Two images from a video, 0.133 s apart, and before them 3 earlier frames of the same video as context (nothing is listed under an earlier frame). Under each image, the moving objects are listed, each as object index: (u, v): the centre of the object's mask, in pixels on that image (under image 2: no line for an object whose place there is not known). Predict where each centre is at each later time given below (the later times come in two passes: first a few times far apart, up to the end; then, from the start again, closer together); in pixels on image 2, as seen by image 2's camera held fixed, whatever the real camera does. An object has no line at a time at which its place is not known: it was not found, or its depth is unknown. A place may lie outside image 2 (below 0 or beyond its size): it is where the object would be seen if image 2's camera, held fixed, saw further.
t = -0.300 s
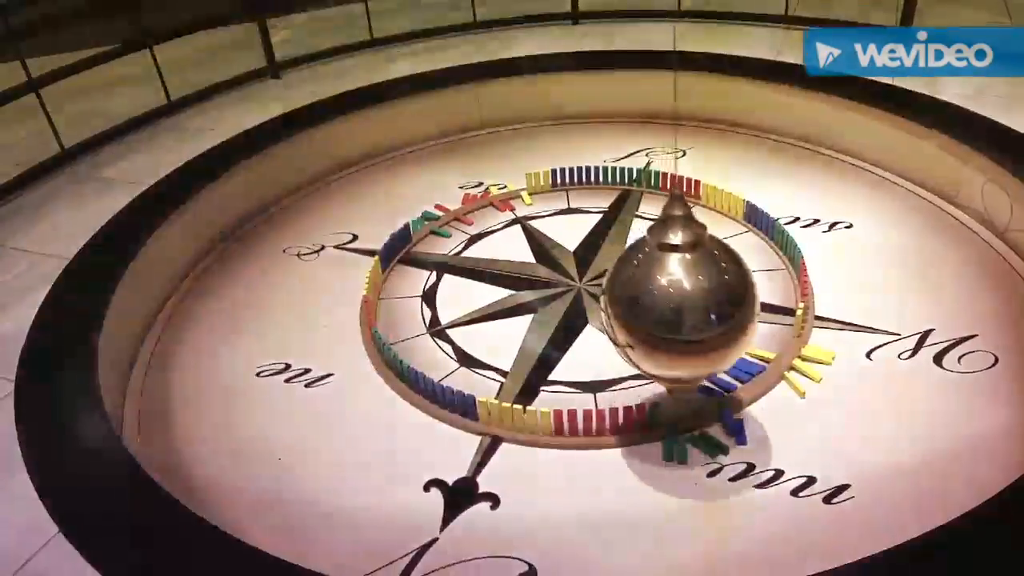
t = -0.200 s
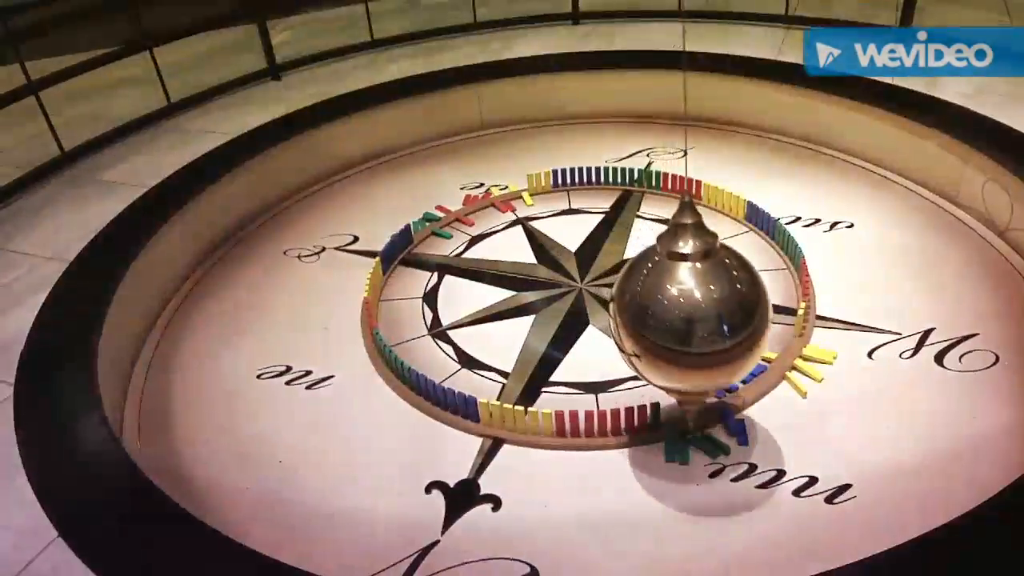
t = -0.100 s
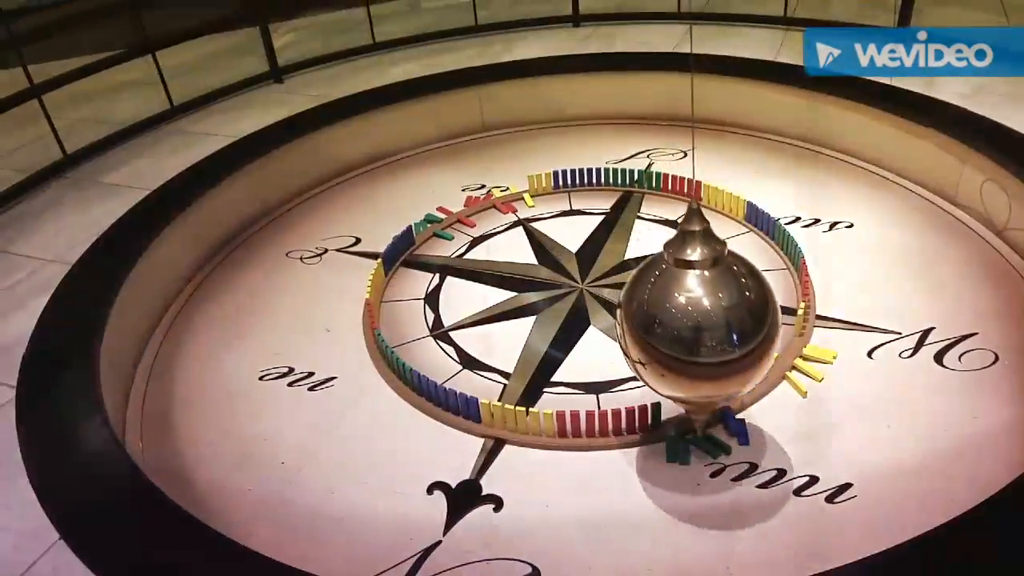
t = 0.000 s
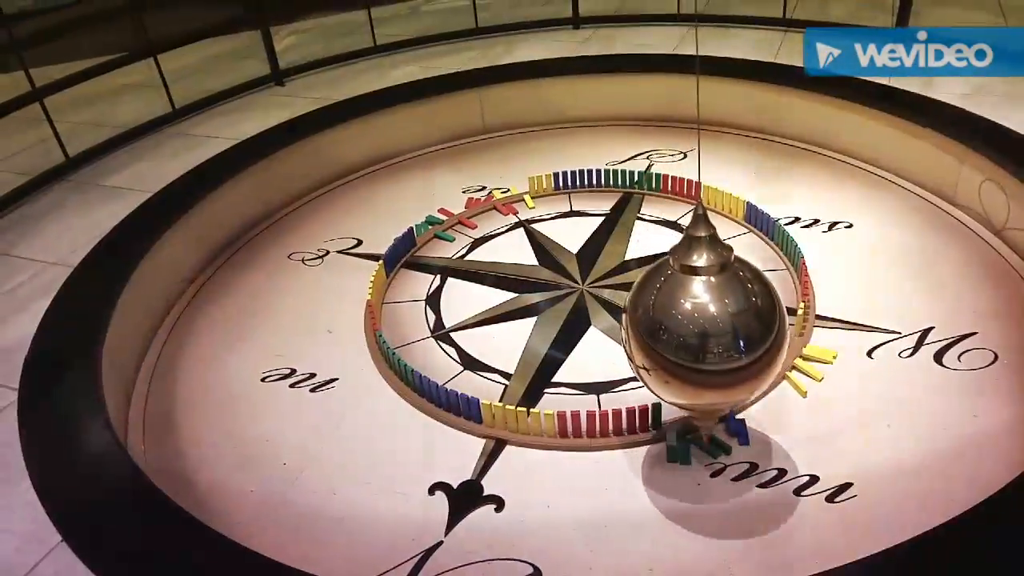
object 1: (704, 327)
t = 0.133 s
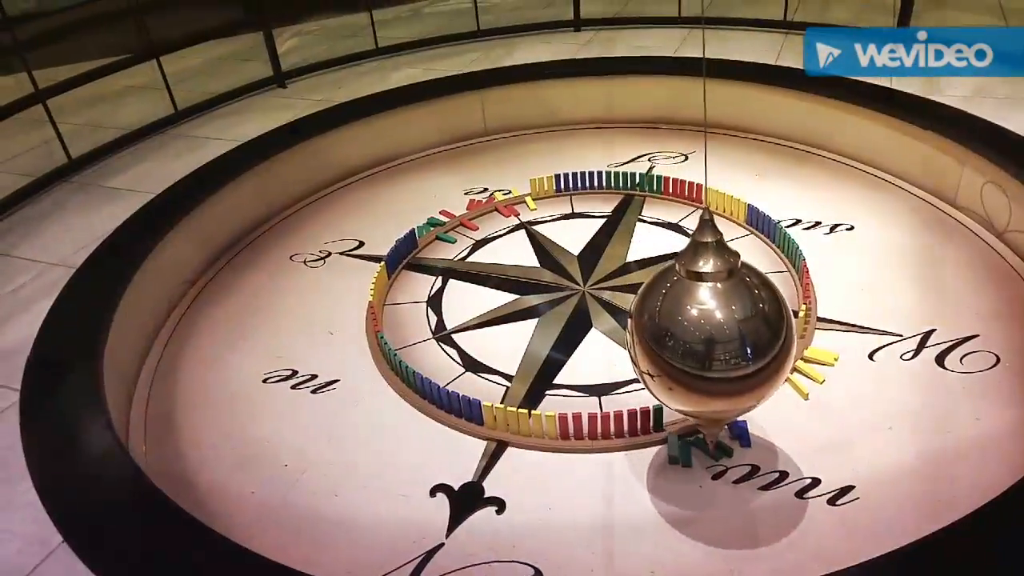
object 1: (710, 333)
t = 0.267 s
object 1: (711, 334)
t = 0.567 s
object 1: (696, 320)
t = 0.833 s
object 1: (669, 293)
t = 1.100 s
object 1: (636, 259)
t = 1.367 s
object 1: (604, 223)
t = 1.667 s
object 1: (570, 183)
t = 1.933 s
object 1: (546, 151)
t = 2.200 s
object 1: (527, 126)
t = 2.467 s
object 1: (515, 107)
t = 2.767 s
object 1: (504, 93)
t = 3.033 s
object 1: (497, 90)
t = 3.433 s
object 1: (505, 98)
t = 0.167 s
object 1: (711, 334)
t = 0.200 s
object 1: (711, 334)
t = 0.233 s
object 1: (711, 334)
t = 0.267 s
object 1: (711, 334)
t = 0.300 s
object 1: (710, 333)
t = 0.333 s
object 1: (709, 332)
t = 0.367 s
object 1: (708, 332)
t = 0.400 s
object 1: (707, 330)
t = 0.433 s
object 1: (705, 328)
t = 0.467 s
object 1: (702, 326)
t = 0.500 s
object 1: (701, 324)
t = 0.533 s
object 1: (698, 323)
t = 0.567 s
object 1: (696, 320)
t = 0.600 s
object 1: (693, 317)
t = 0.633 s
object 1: (690, 314)
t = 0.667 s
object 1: (686, 311)
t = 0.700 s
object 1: (683, 307)
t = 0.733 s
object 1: (680, 304)
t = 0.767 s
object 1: (677, 300)
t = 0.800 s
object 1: (673, 297)
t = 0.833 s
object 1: (669, 293)
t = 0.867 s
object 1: (666, 290)
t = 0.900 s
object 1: (661, 286)
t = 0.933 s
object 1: (657, 282)
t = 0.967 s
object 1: (653, 276)
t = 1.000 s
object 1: (649, 272)
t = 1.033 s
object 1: (644, 268)
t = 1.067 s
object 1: (640, 263)
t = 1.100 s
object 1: (636, 259)
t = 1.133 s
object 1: (632, 254)
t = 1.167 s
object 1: (628, 249)
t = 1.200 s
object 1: (624, 245)
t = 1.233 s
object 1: (620, 241)
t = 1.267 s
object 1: (616, 236)
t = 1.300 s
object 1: (612, 231)
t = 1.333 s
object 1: (608, 227)
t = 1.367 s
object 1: (604, 223)
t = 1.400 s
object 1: (600, 218)
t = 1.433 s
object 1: (595, 213)
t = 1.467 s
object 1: (592, 208)
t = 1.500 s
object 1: (588, 204)
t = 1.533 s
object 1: (584, 199)
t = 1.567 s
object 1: (581, 195)
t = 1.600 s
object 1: (577, 191)
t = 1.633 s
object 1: (574, 187)
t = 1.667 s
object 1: (570, 183)
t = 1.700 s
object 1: (567, 179)
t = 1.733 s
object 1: (564, 175)
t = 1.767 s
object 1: (560, 170)
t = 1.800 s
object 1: (557, 167)
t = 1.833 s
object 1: (555, 163)
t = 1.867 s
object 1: (552, 160)
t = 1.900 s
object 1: (549, 156)
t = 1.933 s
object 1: (546, 151)
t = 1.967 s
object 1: (544, 149)
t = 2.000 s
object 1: (541, 145)
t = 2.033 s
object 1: (538, 141)
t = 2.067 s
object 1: (536, 138)
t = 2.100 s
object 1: (533, 135)
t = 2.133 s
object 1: (531, 131)
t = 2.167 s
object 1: (529, 129)
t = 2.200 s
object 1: (527, 126)
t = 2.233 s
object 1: (525, 123)
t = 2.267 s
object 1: (523, 121)
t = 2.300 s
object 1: (521, 119)
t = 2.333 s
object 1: (520, 115)
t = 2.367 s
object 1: (519, 113)
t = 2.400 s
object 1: (517, 111)
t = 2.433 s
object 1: (517, 108)
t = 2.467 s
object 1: (515, 107)
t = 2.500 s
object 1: (514, 105)
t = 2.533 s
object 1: (512, 103)
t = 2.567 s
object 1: (511, 101)
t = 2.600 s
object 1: (509, 100)
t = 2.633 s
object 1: (507, 98)
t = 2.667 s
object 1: (506, 96)
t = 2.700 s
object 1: (505, 95)
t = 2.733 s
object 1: (504, 94)
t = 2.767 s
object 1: (504, 93)
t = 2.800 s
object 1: (503, 92)
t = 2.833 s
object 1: (501, 91)
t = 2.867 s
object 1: (499, 91)
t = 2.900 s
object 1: (498, 90)
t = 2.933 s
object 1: (498, 90)
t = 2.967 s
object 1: (497, 90)
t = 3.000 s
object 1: (497, 90)
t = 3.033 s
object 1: (497, 90)
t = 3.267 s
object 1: (501, 92)
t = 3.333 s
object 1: (502, 94)
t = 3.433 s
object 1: (505, 98)
